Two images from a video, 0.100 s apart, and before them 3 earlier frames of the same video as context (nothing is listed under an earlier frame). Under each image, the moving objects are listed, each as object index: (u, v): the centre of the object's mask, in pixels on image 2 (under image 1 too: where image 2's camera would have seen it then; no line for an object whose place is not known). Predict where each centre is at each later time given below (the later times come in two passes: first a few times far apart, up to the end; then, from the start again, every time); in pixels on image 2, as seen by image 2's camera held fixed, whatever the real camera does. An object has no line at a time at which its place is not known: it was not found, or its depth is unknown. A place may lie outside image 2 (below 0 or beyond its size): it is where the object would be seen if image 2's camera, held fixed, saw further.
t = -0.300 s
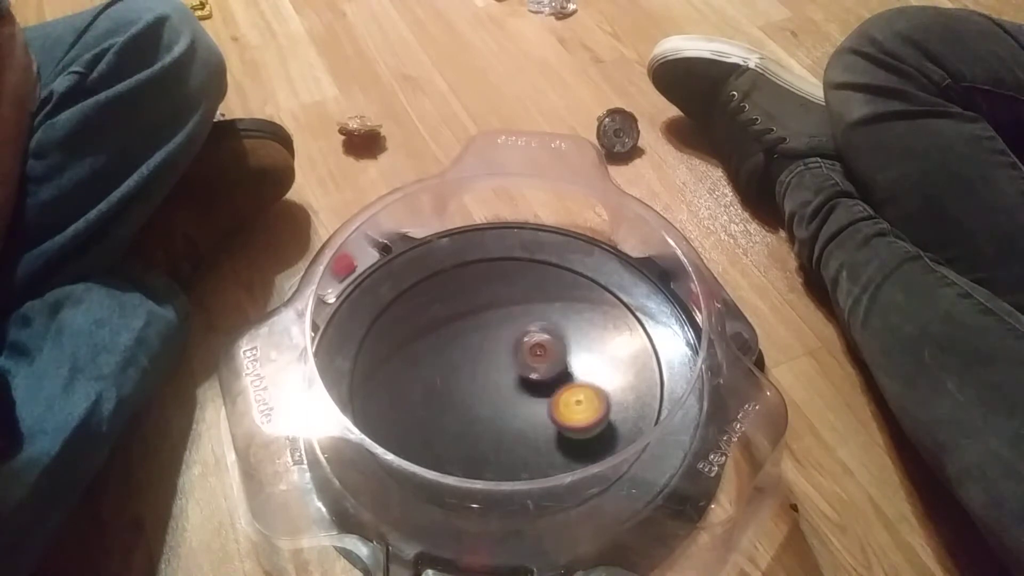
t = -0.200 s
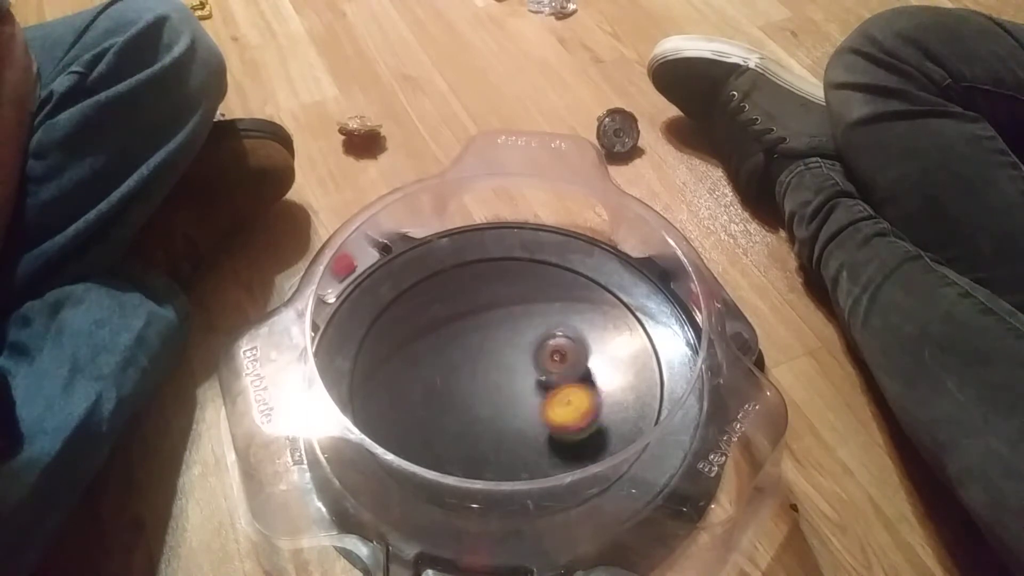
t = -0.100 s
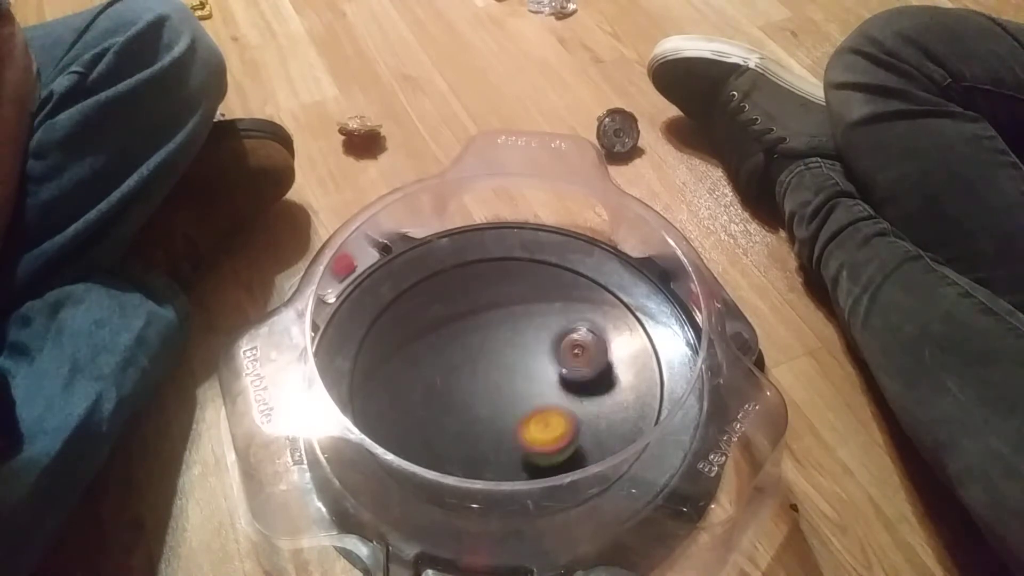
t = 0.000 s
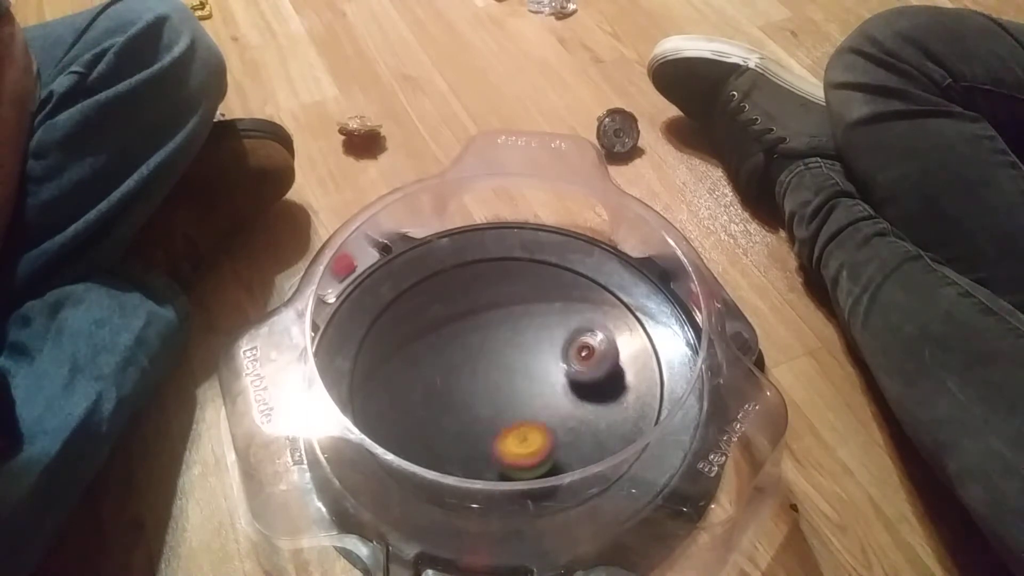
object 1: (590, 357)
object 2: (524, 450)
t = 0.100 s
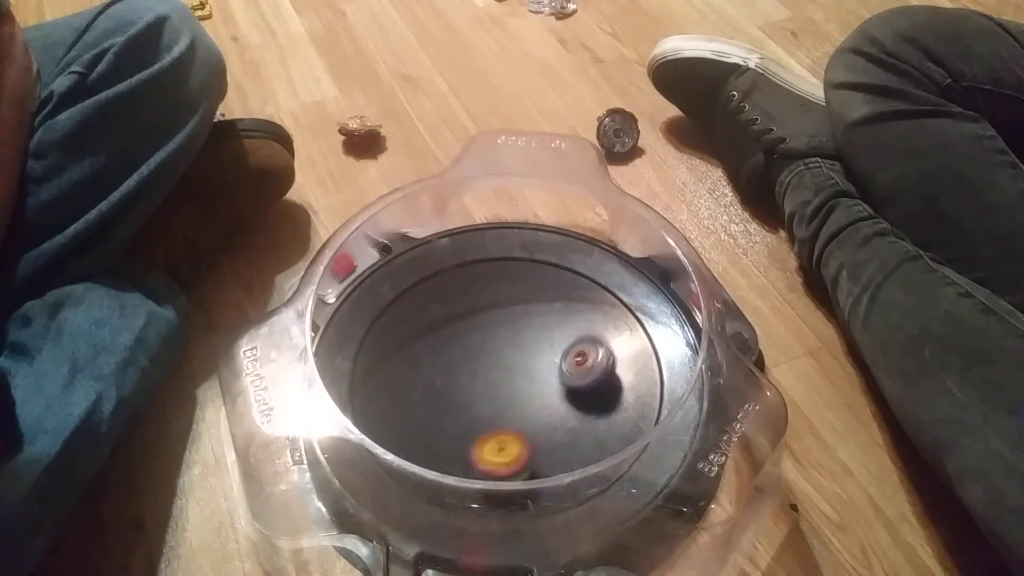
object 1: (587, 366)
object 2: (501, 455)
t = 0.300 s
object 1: (550, 391)
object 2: (461, 455)
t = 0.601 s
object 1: (472, 376)
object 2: (405, 437)
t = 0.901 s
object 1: (474, 333)
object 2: (408, 419)
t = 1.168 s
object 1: (519, 348)
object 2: (440, 348)
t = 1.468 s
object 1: (521, 408)
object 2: (429, 333)
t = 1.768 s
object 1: (471, 403)
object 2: (512, 344)
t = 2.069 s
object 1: (487, 356)
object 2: (567, 332)
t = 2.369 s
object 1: (501, 346)
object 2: (588, 350)
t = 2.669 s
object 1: (488, 356)
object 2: (552, 398)
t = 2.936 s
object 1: (485, 359)
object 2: (494, 424)
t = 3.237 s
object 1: (484, 366)
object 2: (449, 420)
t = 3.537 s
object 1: (506, 359)
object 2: (438, 396)
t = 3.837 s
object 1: (533, 378)
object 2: (454, 357)
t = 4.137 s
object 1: (503, 410)
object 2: (466, 311)
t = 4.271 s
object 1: (499, 405)
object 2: (478, 294)
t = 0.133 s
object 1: (583, 368)
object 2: (493, 456)
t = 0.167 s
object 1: (579, 373)
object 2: (487, 457)
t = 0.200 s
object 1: (574, 376)
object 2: (479, 457)
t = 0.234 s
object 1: (566, 381)
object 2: (473, 457)
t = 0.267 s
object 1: (558, 386)
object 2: (467, 456)
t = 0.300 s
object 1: (550, 391)
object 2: (461, 455)
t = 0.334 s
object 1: (540, 396)
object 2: (456, 454)
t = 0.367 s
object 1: (527, 400)
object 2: (451, 452)
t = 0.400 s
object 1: (512, 402)
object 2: (448, 449)
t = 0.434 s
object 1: (501, 404)
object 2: (444, 446)
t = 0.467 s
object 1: (487, 404)
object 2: (441, 443)
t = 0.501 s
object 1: (479, 401)
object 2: (434, 440)
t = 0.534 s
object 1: (477, 392)
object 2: (419, 439)
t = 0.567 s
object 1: (476, 384)
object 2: (412, 439)
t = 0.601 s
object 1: (472, 376)
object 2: (405, 437)
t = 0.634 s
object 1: (470, 369)
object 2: (400, 436)
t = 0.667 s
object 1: (468, 363)
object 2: (397, 435)
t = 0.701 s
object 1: (466, 356)
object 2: (396, 434)
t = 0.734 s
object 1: (464, 349)
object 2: (396, 434)
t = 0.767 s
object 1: (465, 345)
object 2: (396, 433)
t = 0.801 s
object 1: (466, 341)
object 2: (398, 431)
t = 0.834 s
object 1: (468, 339)
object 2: (400, 428)
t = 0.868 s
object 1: (471, 335)
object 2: (403, 424)
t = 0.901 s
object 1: (474, 333)
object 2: (408, 419)
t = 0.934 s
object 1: (476, 333)
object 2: (416, 411)
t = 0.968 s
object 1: (479, 333)
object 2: (422, 401)
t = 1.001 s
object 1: (482, 334)
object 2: (431, 391)
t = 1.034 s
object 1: (487, 335)
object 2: (438, 380)
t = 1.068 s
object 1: (494, 338)
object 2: (445, 370)
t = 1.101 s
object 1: (500, 339)
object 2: (446, 362)
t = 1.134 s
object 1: (510, 343)
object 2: (442, 353)
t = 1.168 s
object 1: (519, 348)
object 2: (440, 348)
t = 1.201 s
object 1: (527, 356)
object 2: (437, 344)
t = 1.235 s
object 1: (530, 362)
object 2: (434, 339)
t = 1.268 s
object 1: (532, 368)
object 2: (429, 336)
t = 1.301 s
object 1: (533, 377)
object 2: (426, 333)
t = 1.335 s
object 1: (532, 384)
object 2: (424, 331)
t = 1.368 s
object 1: (532, 391)
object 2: (424, 330)
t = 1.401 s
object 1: (529, 398)
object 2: (424, 331)
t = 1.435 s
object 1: (525, 403)
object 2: (426, 332)
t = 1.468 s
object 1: (521, 408)
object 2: (429, 333)
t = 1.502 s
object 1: (515, 413)
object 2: (434, 335)
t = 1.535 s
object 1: (509, 417)
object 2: (441, 336)
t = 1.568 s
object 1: (501, 416)
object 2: (449, 339)
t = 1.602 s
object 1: (494, 416)
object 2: (459, 342)
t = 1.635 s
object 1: (487, 415)
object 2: (469, 343)
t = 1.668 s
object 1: (482, 412)
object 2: (480, 344)
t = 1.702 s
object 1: (479, 409)
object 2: (490, 345)
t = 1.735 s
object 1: (475, 407)
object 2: (501, 345)
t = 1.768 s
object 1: (471, 403)
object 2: (512, 344)
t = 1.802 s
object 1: (467, 399)
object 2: (521, 343)
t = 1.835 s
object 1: (466, 394)
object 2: (531, 341)
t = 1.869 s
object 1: (465, 387)
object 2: (539, 340)
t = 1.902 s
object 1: (466, 382)
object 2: (546, 338)
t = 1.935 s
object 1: (468, 375)
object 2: (553, 336)
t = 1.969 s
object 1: (470, 371)
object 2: (559, 334)
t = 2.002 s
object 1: (475, 366)
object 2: (563, 333)
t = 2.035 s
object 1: (481, 360)
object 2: (566, 332)
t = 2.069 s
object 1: (487, 356)
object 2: (567, 332)
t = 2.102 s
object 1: (493, 352)
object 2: (568, 332)
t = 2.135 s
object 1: (500, 350)
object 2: (568, 333)
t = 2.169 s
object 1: (506, 348)
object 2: (569, 335)
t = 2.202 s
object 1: (505, 343)
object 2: (574, 337)
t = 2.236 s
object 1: (505, 343)
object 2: (580, 340)
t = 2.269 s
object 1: (505, 344)
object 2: (583, 342)
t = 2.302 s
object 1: (504, 345)
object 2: (585, 345)
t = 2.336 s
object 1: (503, 347)
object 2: (587, 348)
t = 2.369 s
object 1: (501, 346)
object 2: (588, 350)
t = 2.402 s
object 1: (501, 347)
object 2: (587, 354)
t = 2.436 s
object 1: (501, 347)
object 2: (585, 359)
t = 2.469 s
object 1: (500, 350)
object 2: (583, 364)
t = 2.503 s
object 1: (498, 351)
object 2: (579, 368)
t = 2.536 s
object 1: (496, 352)
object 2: (575, 375)
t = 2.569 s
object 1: (494, 353)
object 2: (570, 381)
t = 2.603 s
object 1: (491, 354)
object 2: (564, 387)
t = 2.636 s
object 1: (489, 356)
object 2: (558, 393)
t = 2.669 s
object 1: (488, 356)
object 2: (552, 398)
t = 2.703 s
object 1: (488, 357)
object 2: (545, 402)
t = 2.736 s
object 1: (488, 358)
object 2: (537, 407)
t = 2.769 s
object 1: (486, 360)
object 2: (529, 411)
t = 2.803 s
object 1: (485, 360)
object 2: (522, 415)
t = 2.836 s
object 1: (484, 359)
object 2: (515, 417)
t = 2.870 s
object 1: (484, 359)
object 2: (509, 420)
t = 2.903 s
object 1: (485, 358)
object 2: (501, 422)
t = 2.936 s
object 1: (485, 359)
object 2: (494, 424)
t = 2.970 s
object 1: (484, 360)
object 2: (486, 426)
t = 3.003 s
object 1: (484, 362)
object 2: (479, 428)
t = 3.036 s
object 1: (483, 363)
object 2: (472, 428)
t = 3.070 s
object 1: (483, 362)
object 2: (466, 429)
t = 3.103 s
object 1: (484, 362)
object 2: (461, 428)
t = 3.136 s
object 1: (484, 363)
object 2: (457, 427)
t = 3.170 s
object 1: (484, 364)
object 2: (454, 425)
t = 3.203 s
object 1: (484, 367)
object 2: (451, 423)
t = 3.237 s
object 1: (484, 366)
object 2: (449, 420)
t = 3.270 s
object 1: (484, 366)
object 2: (448, 417)
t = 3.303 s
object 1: (485, 368)
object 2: (447, 413)
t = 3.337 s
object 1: (485, 369)
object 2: (446, 409)
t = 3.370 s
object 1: (488, 368)
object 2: (443, 407)
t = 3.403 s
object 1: (491, 364)
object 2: (440, 405)
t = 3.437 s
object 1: (495, 364)
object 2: (438, 403)
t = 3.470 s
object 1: (498, 361)
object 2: (437, 401)
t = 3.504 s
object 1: (502, 360)
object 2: (437, 398)
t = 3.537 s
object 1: (506, 359)
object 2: (438, 396)
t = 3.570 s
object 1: (509, 359)
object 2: (442, 393)
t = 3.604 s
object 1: (513, 358)
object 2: (445, 389)
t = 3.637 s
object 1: (515, 360)
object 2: (450, 386)
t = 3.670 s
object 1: (517, 364)
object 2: (455, 380)
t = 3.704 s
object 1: (520, 366)
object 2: (458, 375)
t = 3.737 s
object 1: (527, 368)
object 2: (458, 371)
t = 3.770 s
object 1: (530, 372)
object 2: (456, 366)
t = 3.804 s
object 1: (533, 376)
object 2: (455, 361)
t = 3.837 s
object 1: (533, 378)
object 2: (454, 357)
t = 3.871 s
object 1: (530, 382)
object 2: (455, 355)
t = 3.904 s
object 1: (527, 383)
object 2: (456, 351)
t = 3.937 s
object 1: (522, 386)
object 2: (457, 348)
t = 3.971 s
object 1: (516, 387)
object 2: (459, 346)
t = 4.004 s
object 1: (511, 388)
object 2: (463, 345)
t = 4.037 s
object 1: (506, 394)
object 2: (464, 335)
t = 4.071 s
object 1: (505, 404)
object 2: (463, 324)
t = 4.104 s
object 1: (506, 408)
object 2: (464, 319)
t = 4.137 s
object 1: (503, 410)
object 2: (466, 311)
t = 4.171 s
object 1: (499, 410)
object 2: (467, 305)
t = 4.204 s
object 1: (499, 408)
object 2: (472, 301)
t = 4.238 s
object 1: (497, 407)
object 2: (475, 296)
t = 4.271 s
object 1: (499, 405)
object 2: (478, 294)
